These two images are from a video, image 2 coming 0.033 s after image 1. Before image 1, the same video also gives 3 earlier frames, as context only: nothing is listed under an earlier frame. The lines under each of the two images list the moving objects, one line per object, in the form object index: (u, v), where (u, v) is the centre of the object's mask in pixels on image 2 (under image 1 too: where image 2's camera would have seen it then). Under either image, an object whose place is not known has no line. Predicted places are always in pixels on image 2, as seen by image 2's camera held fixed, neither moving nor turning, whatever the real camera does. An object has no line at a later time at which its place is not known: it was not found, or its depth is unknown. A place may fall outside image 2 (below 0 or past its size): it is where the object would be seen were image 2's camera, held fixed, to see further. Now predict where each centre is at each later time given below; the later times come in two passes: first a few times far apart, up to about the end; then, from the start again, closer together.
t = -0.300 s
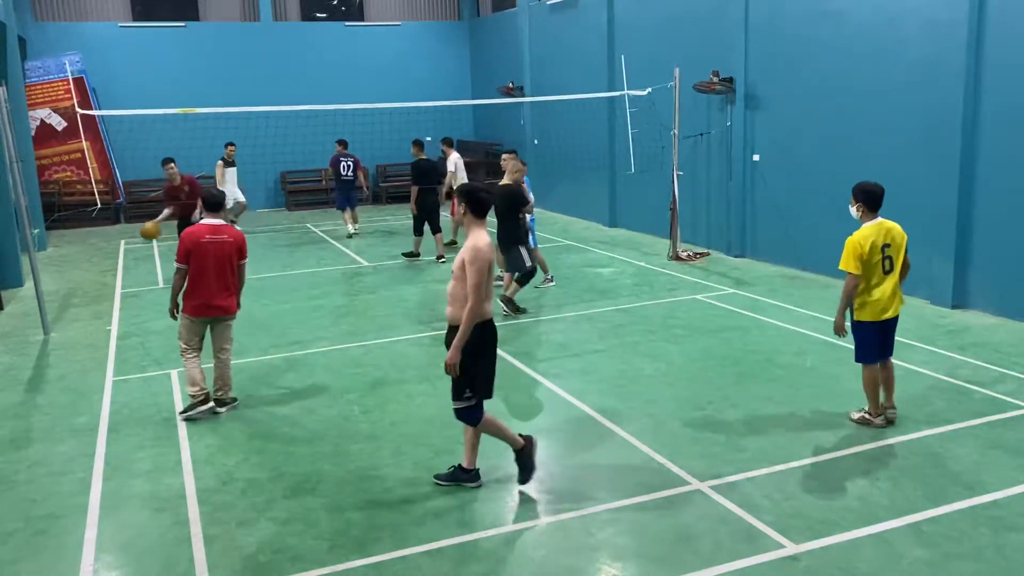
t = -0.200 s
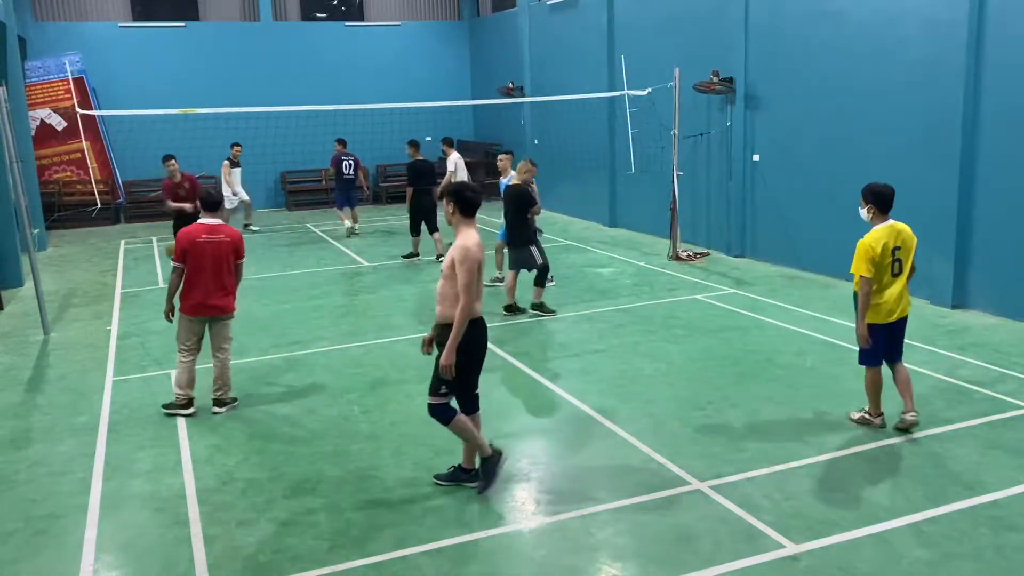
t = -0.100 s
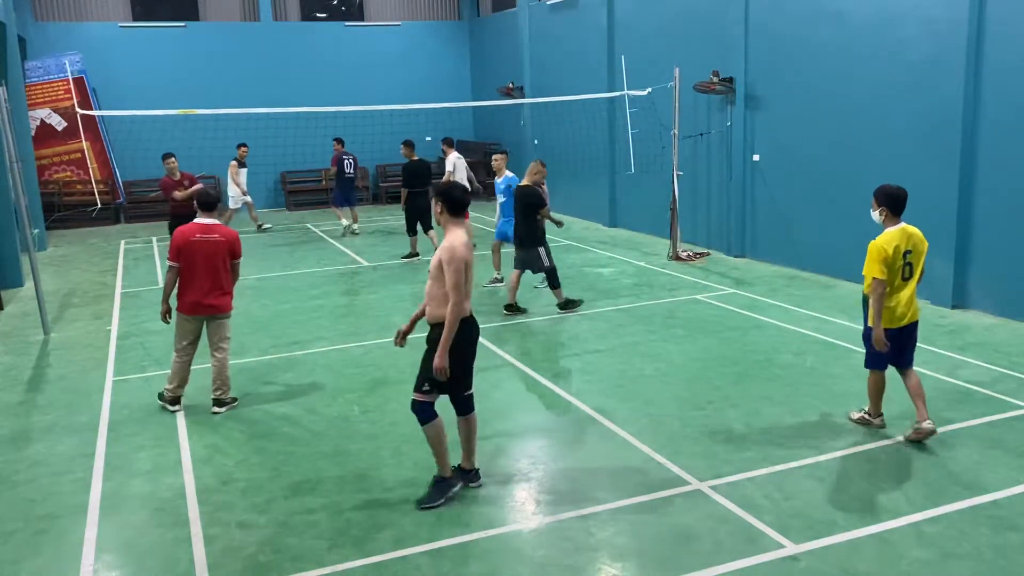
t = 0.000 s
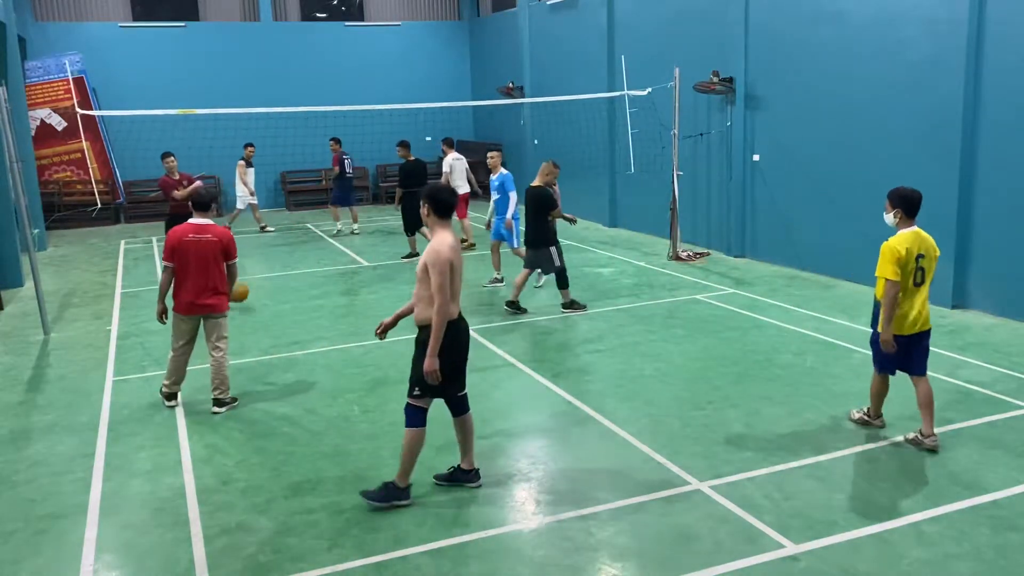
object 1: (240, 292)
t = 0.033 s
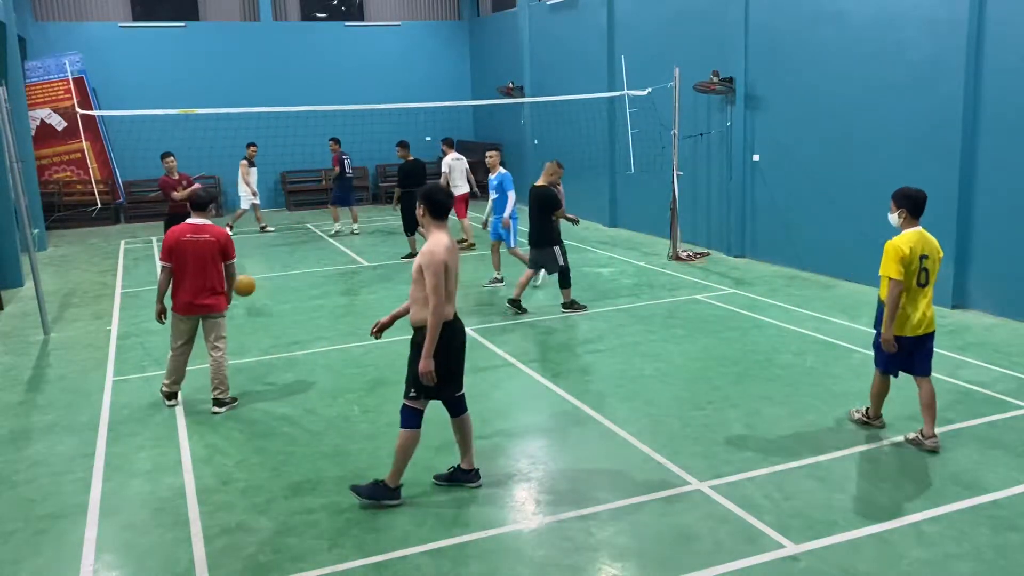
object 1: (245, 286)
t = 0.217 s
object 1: (283, 271)
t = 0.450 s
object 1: (334, 299)
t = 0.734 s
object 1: (428, 325)
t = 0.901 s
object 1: (484, 331)
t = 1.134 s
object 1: (581, 406)
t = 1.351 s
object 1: (692, 400)
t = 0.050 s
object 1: (247, 283)
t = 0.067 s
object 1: (251, 282)
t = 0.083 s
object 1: (254, 279)
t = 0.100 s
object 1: (257, 277)
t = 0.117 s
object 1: (261, 275)
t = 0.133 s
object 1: (264, 275)
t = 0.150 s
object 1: (268, 272)
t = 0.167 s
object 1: (272, 271)
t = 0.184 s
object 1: (275, 271)
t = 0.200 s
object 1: (279, 271)
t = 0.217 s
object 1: (283, 271)
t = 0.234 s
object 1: (286, 271)
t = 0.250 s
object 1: (290, 272)
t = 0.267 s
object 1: (294, 272)
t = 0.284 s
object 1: (298, 273)
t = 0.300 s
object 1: (302, 274)
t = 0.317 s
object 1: (307, 276)
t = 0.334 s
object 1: (311, 278)
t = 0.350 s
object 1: (315, 281)
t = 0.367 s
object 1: (320, 284)
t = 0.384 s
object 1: (324, 286)
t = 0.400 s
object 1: (328, 289)
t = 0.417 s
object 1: (333, 293)
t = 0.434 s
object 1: (335, 296)
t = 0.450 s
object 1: (334, 299)
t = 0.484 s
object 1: (350, 311)
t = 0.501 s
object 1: (349, 317)
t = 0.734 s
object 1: (428, 325)
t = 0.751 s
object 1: (435, 324)
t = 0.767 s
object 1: (438, 324)
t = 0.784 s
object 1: (442, 323)
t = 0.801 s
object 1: (447, 324)
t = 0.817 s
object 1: (454, 324)
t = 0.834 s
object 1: (459, 325)
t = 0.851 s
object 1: (465, 326)
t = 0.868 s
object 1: (471, 327)
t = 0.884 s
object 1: (477, 329)
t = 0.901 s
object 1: (484, 331)
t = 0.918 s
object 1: (490, 334)
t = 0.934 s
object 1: (497, 338)
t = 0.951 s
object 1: (502, 341)
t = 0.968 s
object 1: (510, 345)
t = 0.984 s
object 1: (516, 349)
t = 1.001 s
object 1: (522, 354)
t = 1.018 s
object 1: (529, 358)
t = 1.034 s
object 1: (537, 363)
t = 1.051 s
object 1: (544, 369)
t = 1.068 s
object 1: (551, 376)
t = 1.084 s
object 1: (559, 384)
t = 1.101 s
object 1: (566, 391)
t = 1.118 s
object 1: (573, 401)
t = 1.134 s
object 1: (581, 406)
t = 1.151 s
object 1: (588, 404)
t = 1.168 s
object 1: (596, 401)
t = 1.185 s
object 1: (604, 398)
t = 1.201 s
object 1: (611, 397)
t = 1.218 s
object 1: (620, 395)
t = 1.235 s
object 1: (629, 394)
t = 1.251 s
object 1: (637, 394)
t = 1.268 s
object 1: (646, 394)
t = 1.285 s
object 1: (656, 395)
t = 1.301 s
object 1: (664, 396)
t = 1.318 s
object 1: (673, 396)
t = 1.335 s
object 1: (684, 398)
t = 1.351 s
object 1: (692, 400)
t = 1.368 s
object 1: (702, 402)
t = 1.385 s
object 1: (713, 406)
